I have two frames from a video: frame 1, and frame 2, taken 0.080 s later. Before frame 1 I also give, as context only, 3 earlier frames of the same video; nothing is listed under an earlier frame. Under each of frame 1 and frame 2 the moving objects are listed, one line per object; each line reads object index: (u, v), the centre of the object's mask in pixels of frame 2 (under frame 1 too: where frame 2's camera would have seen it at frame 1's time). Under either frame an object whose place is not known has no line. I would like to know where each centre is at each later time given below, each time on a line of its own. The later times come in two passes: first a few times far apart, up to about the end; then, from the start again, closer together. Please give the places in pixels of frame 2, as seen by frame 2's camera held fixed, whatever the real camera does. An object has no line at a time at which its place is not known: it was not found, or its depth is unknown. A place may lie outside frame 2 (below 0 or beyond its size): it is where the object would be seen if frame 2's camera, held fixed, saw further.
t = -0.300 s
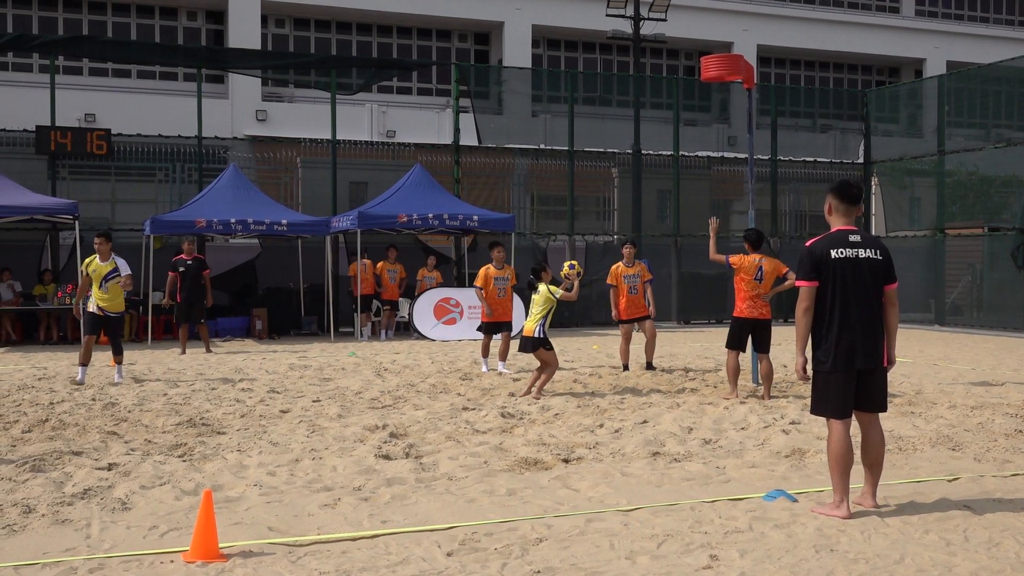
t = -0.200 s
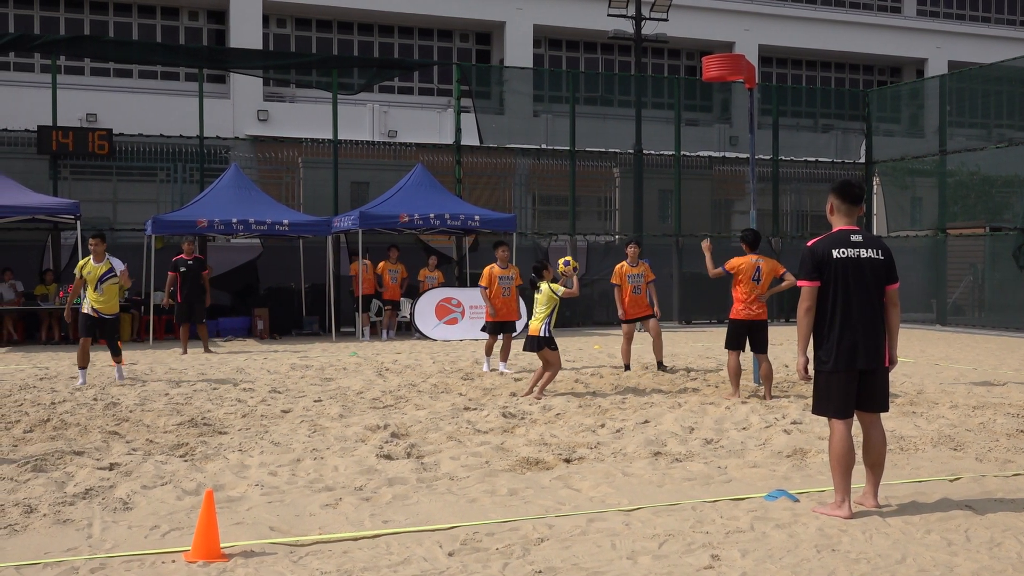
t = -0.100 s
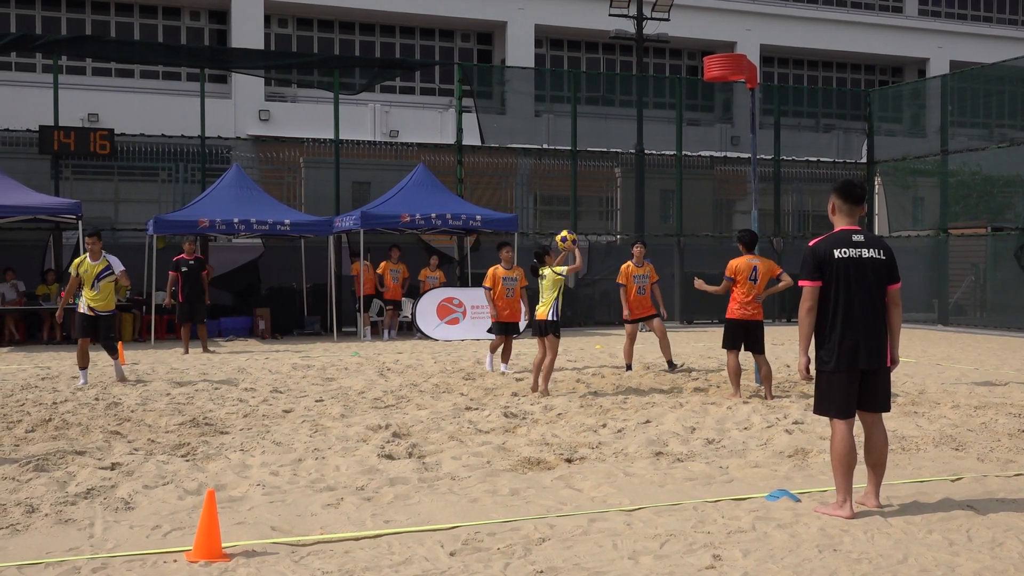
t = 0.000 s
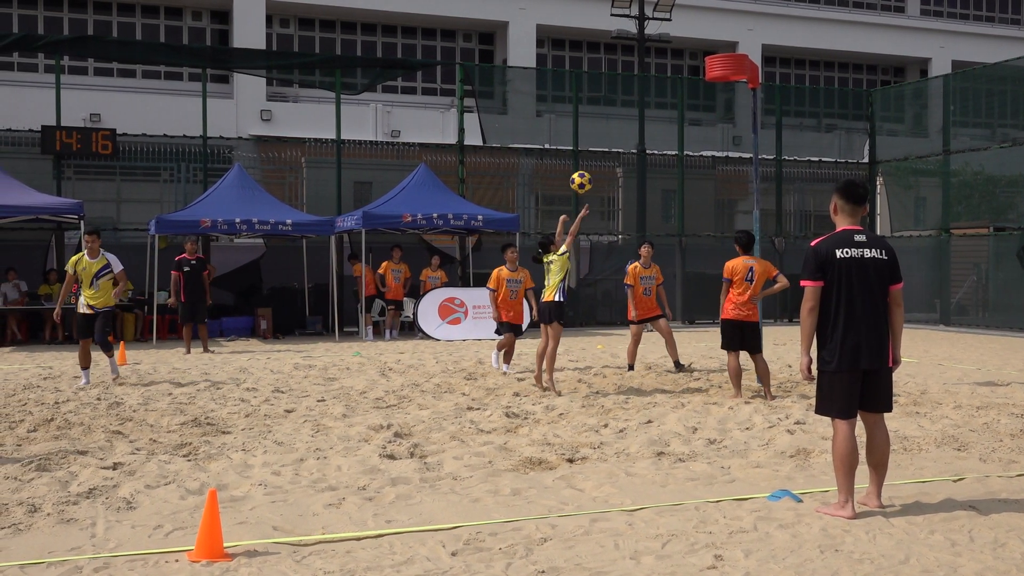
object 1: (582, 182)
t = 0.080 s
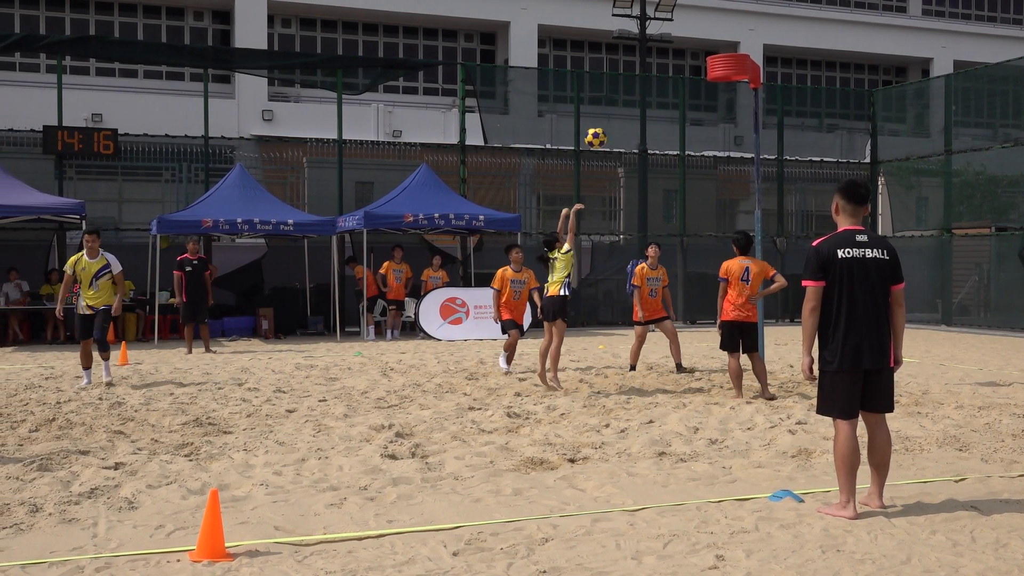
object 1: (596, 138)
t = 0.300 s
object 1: (630, 51)
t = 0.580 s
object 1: (672, 11)
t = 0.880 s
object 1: (714, 46)
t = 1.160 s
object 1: (731, 45)
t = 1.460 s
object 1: (731, 50)
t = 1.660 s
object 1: (721, 87)
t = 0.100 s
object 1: (599, 128)
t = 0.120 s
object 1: (602, 119)
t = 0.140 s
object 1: (605, 109)
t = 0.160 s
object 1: (608, 101)
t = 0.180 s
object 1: (611, 92)
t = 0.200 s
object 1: (614, 85)
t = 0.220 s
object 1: (618, 77)
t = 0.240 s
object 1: (621, 70)
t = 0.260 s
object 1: (624, 63)
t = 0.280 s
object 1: (627, 57)
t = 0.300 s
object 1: (630, 51)
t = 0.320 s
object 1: (633, 46)
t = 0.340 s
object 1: (636, 41)
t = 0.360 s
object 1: (639, 37)
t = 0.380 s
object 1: (642, 32)
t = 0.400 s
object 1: (645, 28)
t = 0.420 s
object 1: (648, 25)
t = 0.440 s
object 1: (651, 22)
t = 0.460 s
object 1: (654, 19)
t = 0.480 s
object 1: (657, 17)
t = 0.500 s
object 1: (660, 15)
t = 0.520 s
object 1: (663, 13)
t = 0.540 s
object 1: (666, 12)
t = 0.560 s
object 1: (669, 11)
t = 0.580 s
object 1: (672, 11)
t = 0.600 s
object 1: (674, 10)
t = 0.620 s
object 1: (677, 11)
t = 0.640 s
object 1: (680, 11)
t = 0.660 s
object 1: (683, 12)
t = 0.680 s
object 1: (686, 13)
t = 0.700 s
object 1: (689, 15)
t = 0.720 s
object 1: (692, 17)
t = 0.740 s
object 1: (695, 20)
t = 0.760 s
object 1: (697, 22)
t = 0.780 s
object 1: (700, 26)
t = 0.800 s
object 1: (703, 29)
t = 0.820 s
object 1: (706, 33)
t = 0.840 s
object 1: (709, 37)
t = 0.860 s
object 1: (711, 42)
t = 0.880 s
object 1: (714, 46)
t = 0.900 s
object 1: (716, 48)
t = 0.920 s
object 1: (717, 47)
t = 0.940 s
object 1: (718, 45)
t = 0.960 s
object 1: (719, 44)
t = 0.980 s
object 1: (721, 43)
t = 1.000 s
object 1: (722, 42)
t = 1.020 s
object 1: (723, 41)
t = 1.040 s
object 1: (724, 41)
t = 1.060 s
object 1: (726, 41)
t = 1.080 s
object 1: (727, 41)
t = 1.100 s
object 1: (728, 42)
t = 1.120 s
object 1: (729, 43)
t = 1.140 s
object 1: (730, 44)
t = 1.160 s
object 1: (731, 45)
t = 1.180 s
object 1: (733, 46)
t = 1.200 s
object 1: (734, 47)
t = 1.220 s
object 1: (734, 47)
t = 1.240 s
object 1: (734, 47)
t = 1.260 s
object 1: (735, 46)
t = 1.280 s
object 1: (735, 46)
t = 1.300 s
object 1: (735, 46)
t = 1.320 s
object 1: (735, 46)
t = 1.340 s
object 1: (735, 47)
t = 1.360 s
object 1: (735, 47)
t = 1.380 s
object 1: (735, 48)
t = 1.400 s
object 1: (735, 49)
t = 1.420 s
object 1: (734, 49)
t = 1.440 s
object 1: (733, 49)
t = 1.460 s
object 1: (731, 50)
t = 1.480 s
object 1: (729, 51)
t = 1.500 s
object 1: (727, 52)
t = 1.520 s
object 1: (726, 53)
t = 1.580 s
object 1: (723, 79)
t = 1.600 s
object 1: (723, 81)
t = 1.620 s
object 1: (722, 82)
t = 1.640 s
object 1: (721, 85)
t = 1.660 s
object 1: (721, 87)
